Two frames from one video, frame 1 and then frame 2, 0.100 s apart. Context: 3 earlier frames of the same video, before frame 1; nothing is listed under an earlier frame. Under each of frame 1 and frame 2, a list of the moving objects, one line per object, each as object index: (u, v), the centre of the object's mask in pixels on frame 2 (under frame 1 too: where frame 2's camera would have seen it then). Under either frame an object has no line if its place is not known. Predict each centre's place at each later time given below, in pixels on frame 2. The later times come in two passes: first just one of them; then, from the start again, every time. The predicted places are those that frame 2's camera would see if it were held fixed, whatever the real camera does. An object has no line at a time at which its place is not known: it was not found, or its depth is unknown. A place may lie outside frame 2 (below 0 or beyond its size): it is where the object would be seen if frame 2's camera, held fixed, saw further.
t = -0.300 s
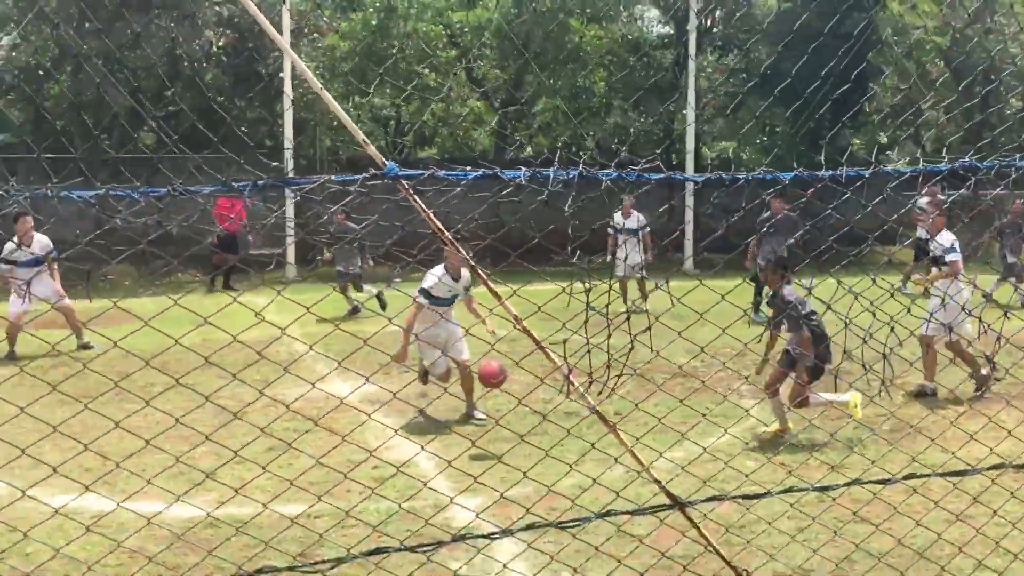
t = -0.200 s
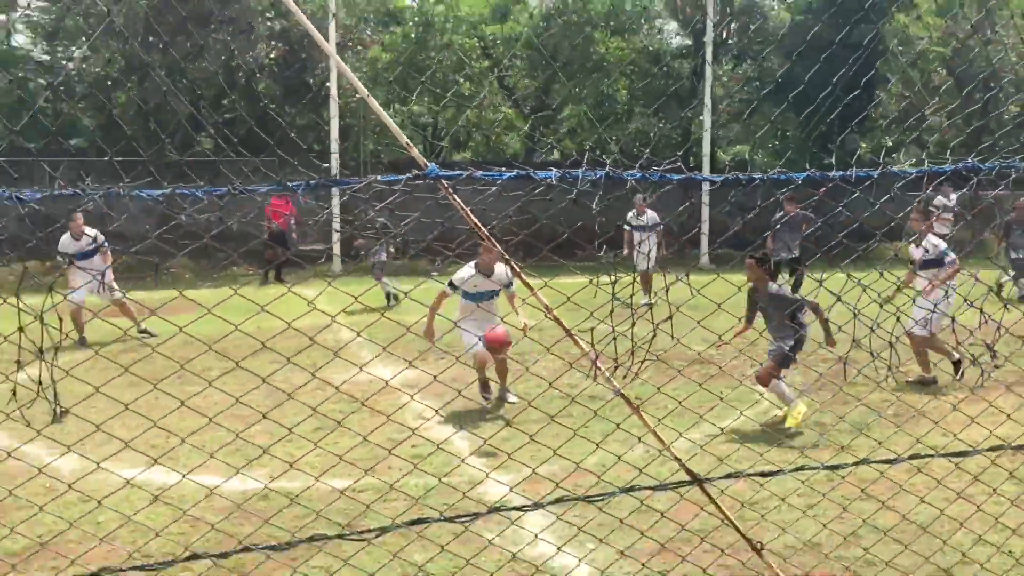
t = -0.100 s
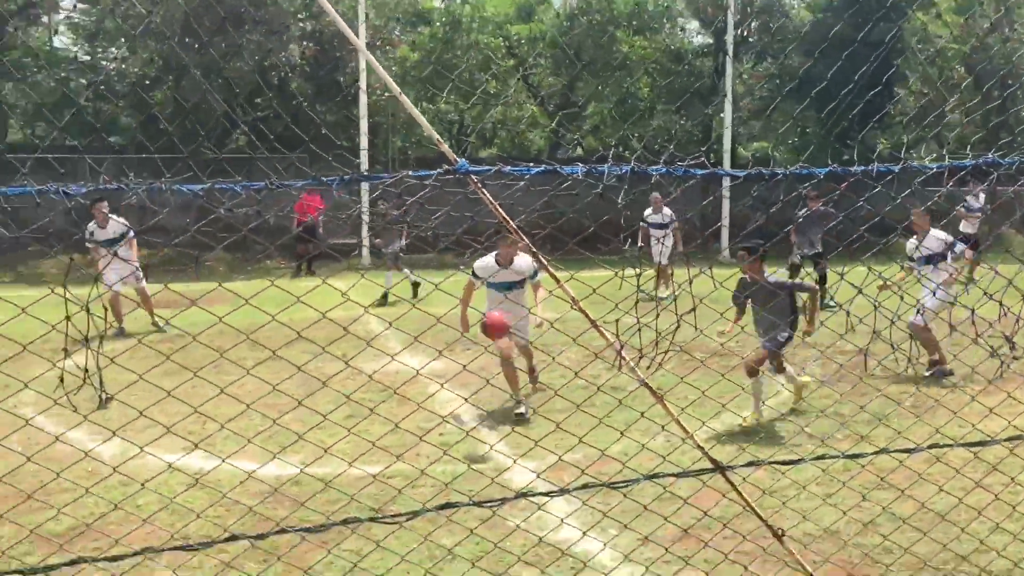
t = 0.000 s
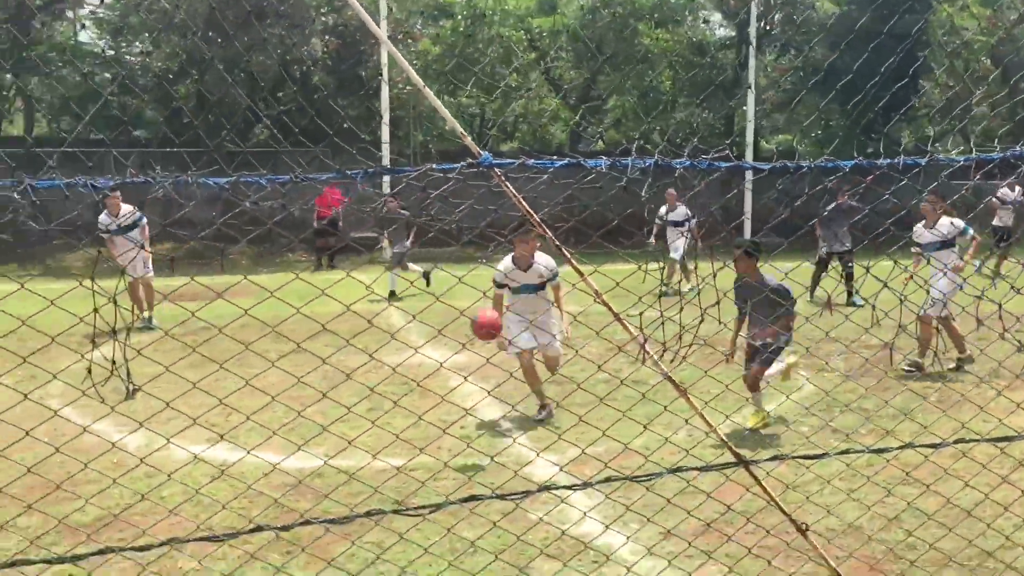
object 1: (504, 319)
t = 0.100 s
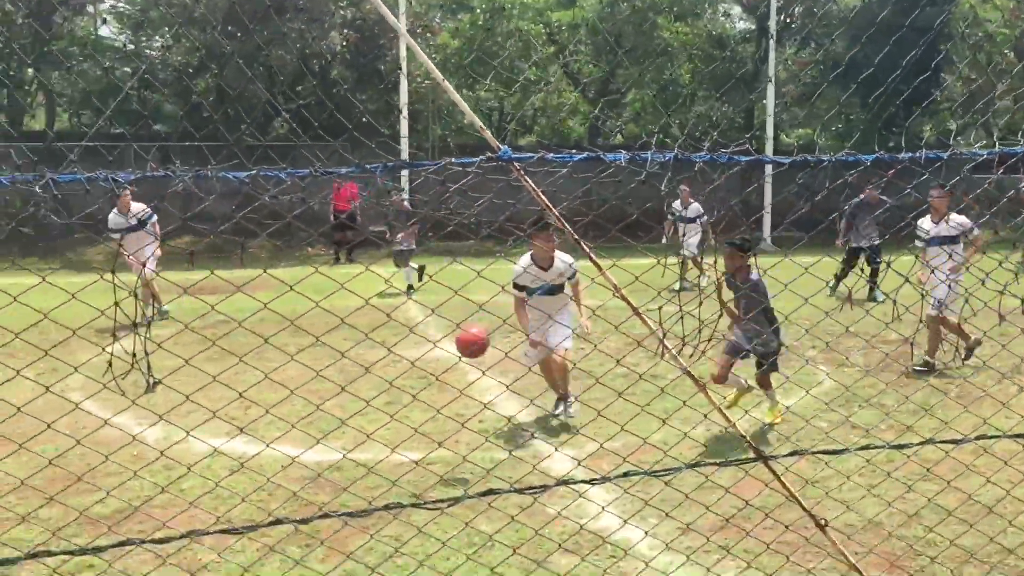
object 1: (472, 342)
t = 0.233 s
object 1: (424, 403)
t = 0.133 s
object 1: (460, 353)
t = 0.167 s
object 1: (448, 368)
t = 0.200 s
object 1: (436, 385)
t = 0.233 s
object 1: (424, 403)
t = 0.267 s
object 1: (410, 425)
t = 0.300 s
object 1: (397, 451)
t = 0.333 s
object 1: (383, 479)
